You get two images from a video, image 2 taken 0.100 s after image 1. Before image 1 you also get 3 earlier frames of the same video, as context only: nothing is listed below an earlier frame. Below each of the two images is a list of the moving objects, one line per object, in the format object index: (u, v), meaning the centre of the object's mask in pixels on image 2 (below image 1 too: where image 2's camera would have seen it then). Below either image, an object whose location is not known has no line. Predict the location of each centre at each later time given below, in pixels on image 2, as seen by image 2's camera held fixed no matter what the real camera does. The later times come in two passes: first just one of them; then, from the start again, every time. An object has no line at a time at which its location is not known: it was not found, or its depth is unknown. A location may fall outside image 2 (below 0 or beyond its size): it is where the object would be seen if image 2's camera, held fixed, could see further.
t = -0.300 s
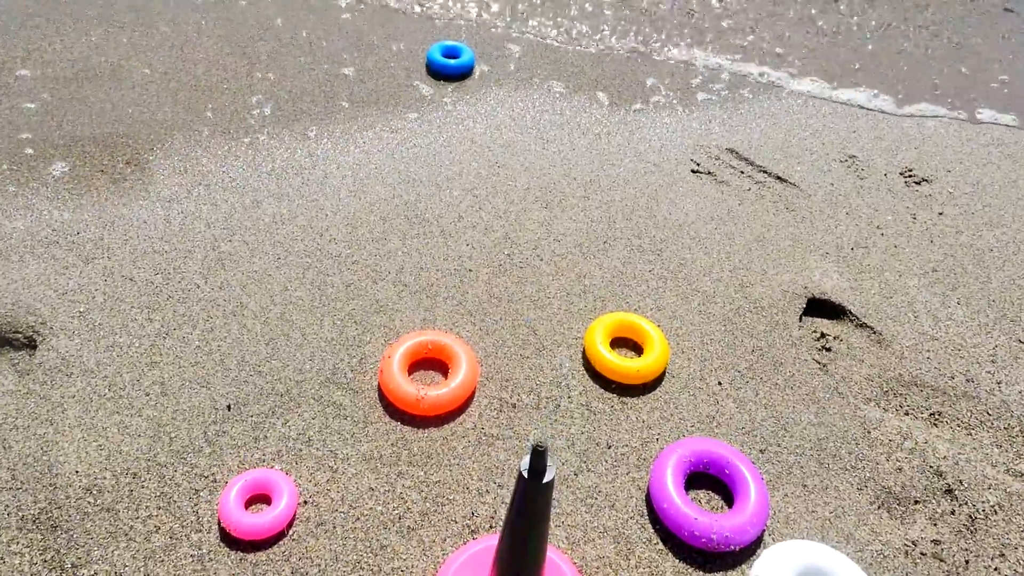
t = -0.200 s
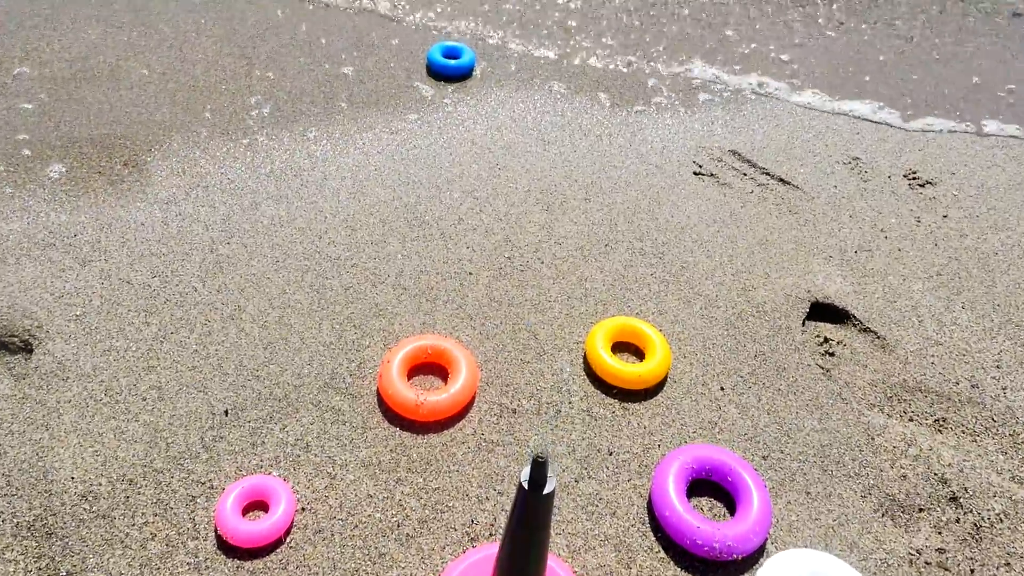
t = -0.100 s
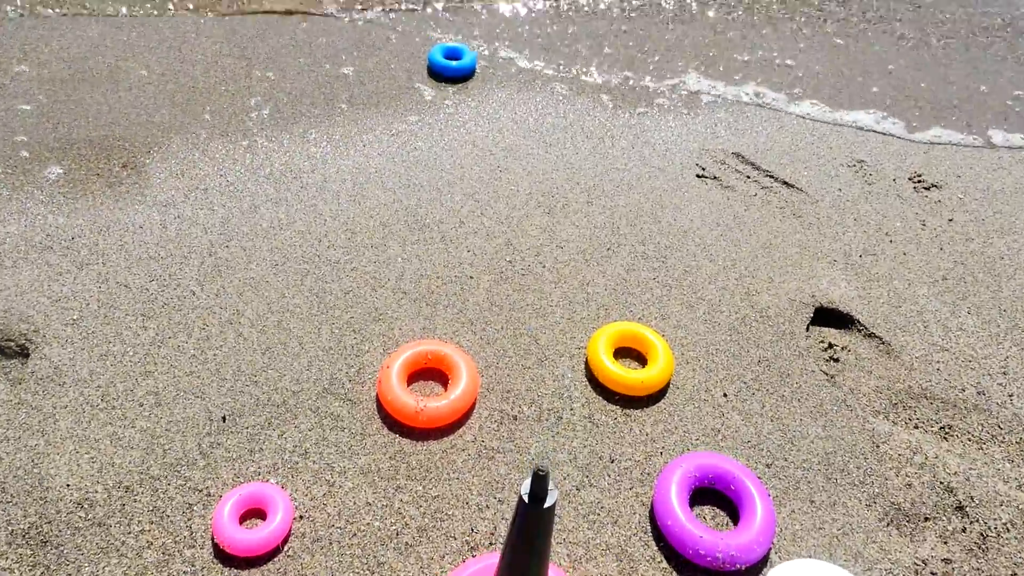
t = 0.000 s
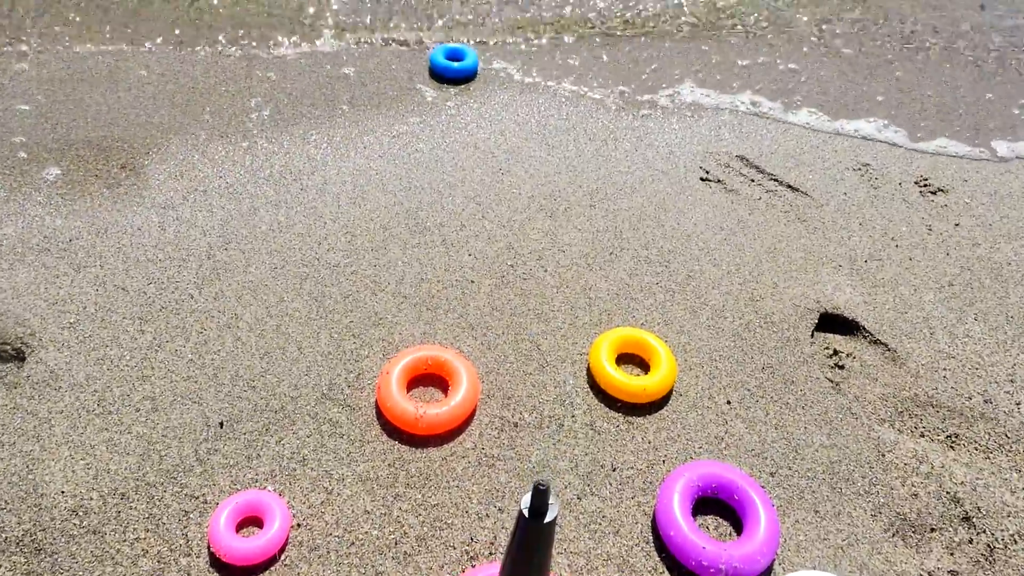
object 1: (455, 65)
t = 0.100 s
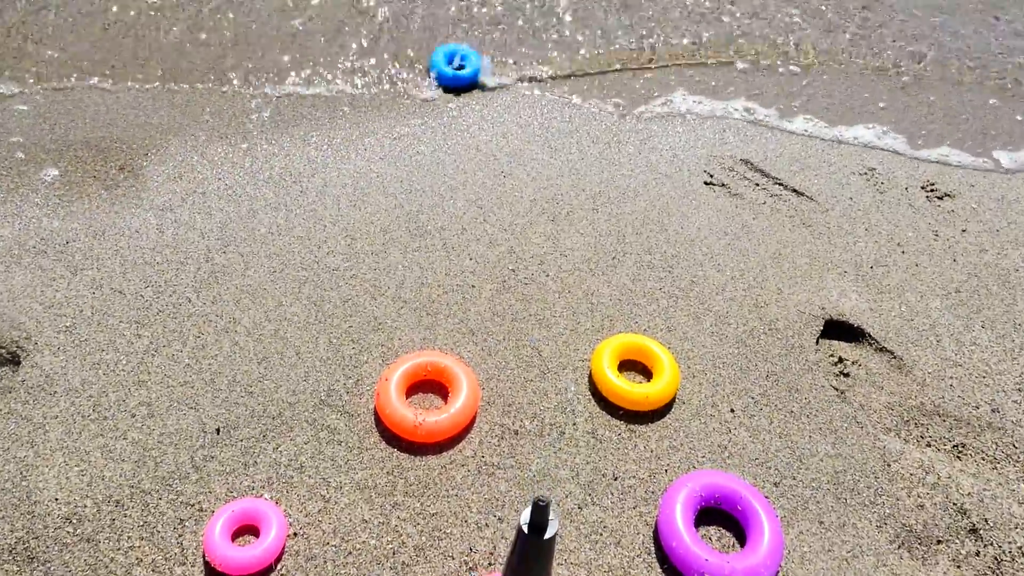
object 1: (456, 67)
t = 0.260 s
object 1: (445, 100)
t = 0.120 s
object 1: (454, 70)
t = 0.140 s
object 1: (453, 72)
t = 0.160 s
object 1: (452, 77)
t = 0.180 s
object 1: (451, 82)
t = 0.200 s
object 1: (450, 86)
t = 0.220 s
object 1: (449, 90)
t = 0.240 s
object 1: (447, 94)
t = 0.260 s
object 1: (445, 100)
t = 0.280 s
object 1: (443, 106)
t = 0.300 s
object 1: (441, 112)
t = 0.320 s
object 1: (439, 118)
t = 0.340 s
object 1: (436, 123)
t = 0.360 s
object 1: (434, 129)
